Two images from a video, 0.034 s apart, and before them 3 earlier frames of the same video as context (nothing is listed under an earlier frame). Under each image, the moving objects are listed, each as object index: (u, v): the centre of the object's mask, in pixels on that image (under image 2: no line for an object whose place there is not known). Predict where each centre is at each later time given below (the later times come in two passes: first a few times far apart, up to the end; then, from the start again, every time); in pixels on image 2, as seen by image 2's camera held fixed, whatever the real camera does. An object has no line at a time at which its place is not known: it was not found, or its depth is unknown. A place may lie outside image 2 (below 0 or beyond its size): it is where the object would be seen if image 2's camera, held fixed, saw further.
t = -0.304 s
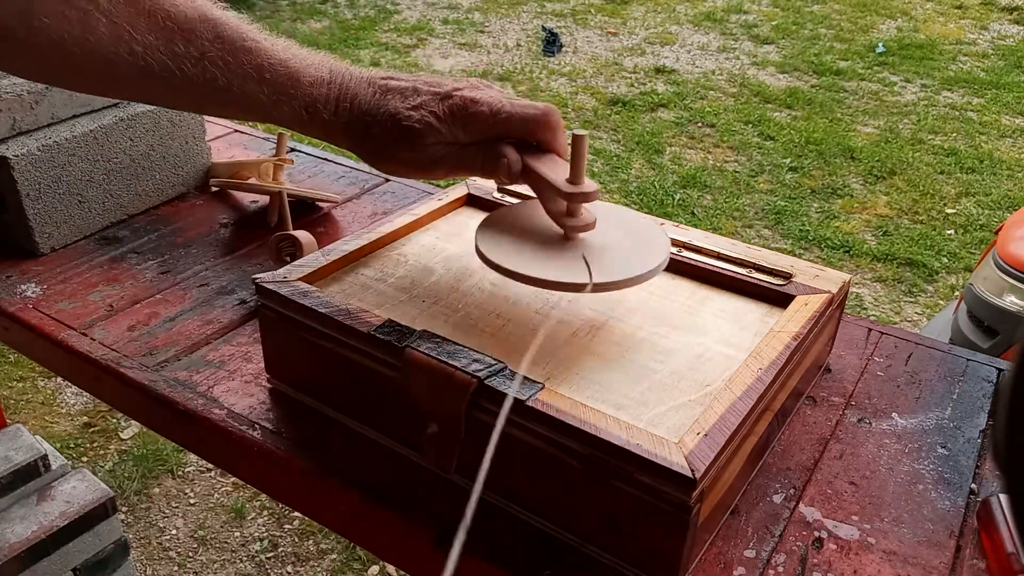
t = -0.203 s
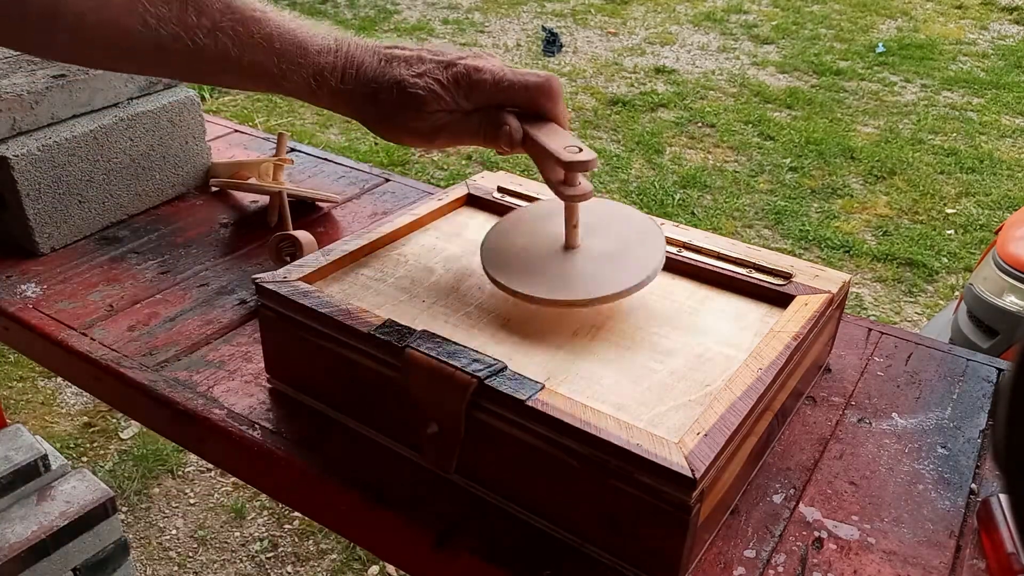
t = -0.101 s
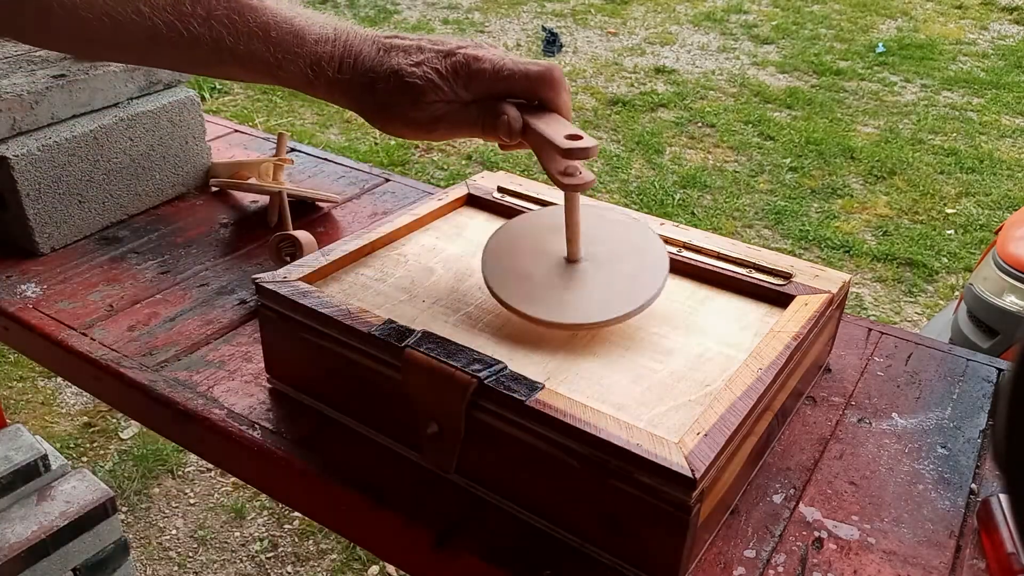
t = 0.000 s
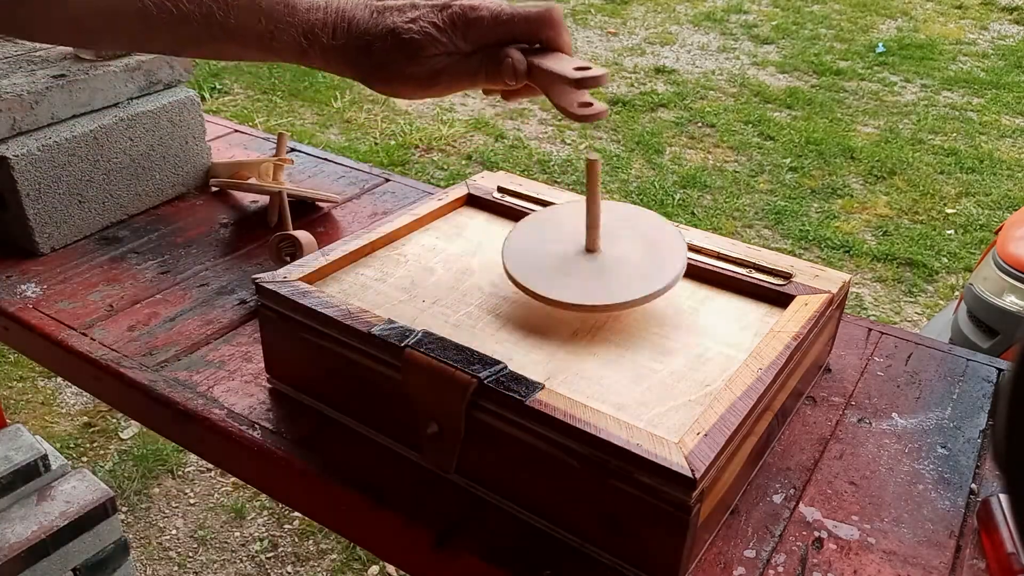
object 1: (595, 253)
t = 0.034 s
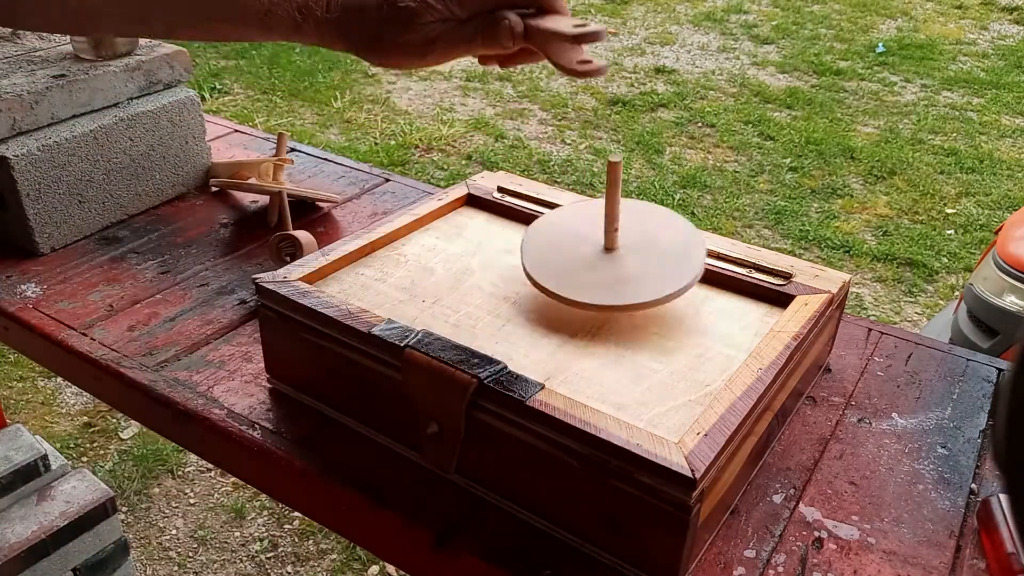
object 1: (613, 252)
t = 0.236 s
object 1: (729, 262)
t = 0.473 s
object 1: (746, 277)
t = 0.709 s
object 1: (767, 275)
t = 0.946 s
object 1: (747, 269)
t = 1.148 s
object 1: (771, 269)
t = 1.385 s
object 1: (756, 265)
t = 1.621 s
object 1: (723, 269)
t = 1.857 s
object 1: (749, 293)
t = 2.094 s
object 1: (749, 313)
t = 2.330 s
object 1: (729, 323)
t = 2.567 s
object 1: (716, 343)
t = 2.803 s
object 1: (650, 358)
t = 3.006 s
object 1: (641, 385)
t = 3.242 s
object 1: (634, 437)
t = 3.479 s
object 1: (566, 530)
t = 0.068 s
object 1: (636, 253)
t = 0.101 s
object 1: (662, 254)
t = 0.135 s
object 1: (686, 258)
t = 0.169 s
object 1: (709, 256)
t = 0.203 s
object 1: (731, 257)
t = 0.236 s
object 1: (729, 262)
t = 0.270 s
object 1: (727, 264)
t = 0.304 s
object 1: (735, 254)
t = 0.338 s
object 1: (725, 258)
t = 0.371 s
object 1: (730, 258)
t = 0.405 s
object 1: (732, 270)
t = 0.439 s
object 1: (735, 274)
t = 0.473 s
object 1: (746, 277)
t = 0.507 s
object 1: (768, 278)
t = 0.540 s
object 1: (780, 275)
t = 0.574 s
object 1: (763, 269)
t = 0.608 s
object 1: (761, 262)
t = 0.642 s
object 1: (763, 260)
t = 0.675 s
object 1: (762, 269)
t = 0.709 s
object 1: (767, 275)
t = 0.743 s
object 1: (773, 275)
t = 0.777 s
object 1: (782, 280)
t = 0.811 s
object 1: (782, 271)
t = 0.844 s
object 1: (763, 266)
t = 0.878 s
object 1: (749, 268)
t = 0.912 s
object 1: (745, 271)
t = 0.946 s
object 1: (747, 269)
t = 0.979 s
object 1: (758, 268)
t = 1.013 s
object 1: (774, 267)
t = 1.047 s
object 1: (776, 269)
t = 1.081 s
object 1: (785, 270)
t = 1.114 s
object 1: (790, 273)
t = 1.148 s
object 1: (771, 269)
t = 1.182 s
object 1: (767, 268)
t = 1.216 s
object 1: (775, 267)
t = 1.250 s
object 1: (783, 266)
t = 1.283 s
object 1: (785, 272)
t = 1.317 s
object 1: (784, 272)
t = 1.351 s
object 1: (783, 271)
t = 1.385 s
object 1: (756, 265)
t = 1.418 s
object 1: (729, 262)
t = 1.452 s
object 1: (720, 257)
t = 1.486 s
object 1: (706, 264)
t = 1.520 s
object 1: (704, 260)
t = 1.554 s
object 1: (701, 265)
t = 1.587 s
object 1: (708, 266)
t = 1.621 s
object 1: (723, 269)
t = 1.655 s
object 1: (736, 277)
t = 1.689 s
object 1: (746, 283)
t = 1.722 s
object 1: (759, 291)
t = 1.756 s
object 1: (758, 299)
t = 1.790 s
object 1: (751, 295)
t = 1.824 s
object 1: (750, 290)
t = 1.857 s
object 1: (749, 293)
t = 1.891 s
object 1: (755, 302)
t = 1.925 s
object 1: (747, 301)
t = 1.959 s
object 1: (743, 297)
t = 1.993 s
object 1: (738, 304)
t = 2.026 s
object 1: (738, 302)
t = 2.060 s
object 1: (739, 305)
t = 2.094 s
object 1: (749, 313)
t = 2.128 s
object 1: (732, 308)
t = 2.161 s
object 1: (724, 311)
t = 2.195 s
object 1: (716, 312)
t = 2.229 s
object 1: (718, 313)
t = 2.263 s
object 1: (725, 321)
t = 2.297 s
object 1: (734, 328)
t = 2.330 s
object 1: (729, 323)
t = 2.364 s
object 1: (714, 315)
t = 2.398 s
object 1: (705, 315)
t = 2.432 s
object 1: (703, 319)
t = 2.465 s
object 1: (706, 329)
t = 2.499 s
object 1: (716, 337)
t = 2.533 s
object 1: (725, 345)
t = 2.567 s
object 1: (716, 343)
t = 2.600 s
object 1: (705, 342)
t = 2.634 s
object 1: (697, 344)
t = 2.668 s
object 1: (688, 344)
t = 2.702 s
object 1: (677, 348)
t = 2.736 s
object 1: (671, 348)
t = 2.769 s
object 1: (660, 355)
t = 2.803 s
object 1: (650, 358)
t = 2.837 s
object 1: (637, 362)
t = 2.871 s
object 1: (626, 365)
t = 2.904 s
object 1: (616, 376)
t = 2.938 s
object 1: (625, 363)
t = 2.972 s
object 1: (634, 364)
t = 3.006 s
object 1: (641, 385)
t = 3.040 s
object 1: (652, 393)
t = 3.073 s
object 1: (669, 403)
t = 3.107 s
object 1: (679, 401)
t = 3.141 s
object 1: (662, 403)
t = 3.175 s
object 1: (643, 417)
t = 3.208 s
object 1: (637, 419)
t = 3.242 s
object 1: (634, 437)
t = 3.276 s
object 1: (636, 442)
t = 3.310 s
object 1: (637, 447)
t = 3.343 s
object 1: (630, 447)
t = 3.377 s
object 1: (624, 455)
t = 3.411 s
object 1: (609, 472)
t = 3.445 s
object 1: (586, 500)
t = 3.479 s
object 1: (566, 530)
